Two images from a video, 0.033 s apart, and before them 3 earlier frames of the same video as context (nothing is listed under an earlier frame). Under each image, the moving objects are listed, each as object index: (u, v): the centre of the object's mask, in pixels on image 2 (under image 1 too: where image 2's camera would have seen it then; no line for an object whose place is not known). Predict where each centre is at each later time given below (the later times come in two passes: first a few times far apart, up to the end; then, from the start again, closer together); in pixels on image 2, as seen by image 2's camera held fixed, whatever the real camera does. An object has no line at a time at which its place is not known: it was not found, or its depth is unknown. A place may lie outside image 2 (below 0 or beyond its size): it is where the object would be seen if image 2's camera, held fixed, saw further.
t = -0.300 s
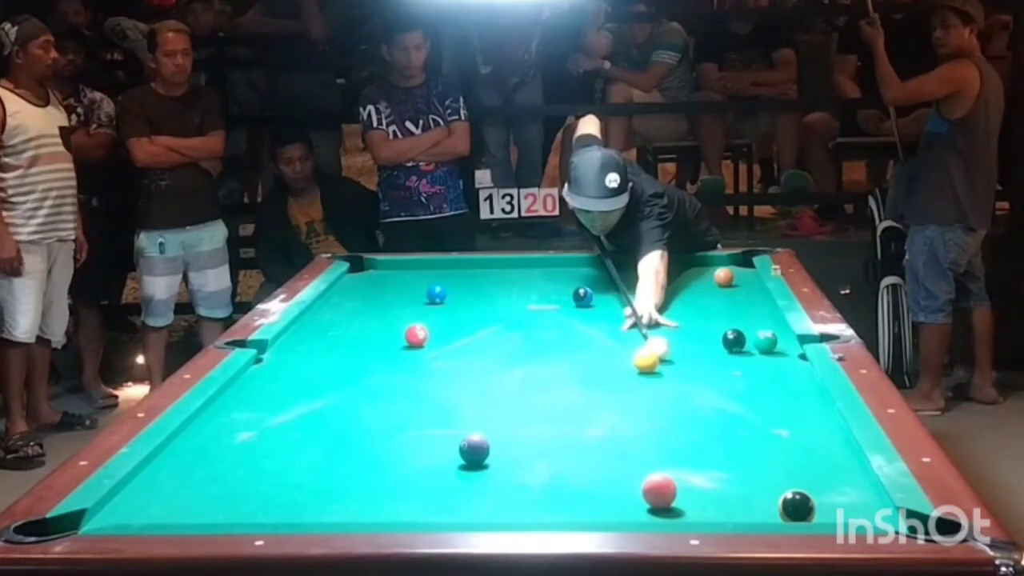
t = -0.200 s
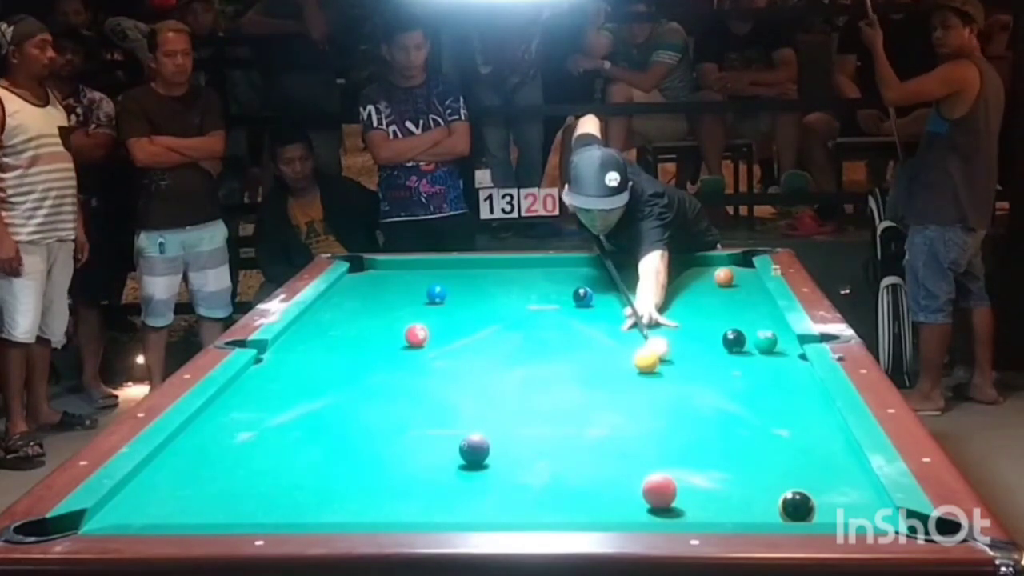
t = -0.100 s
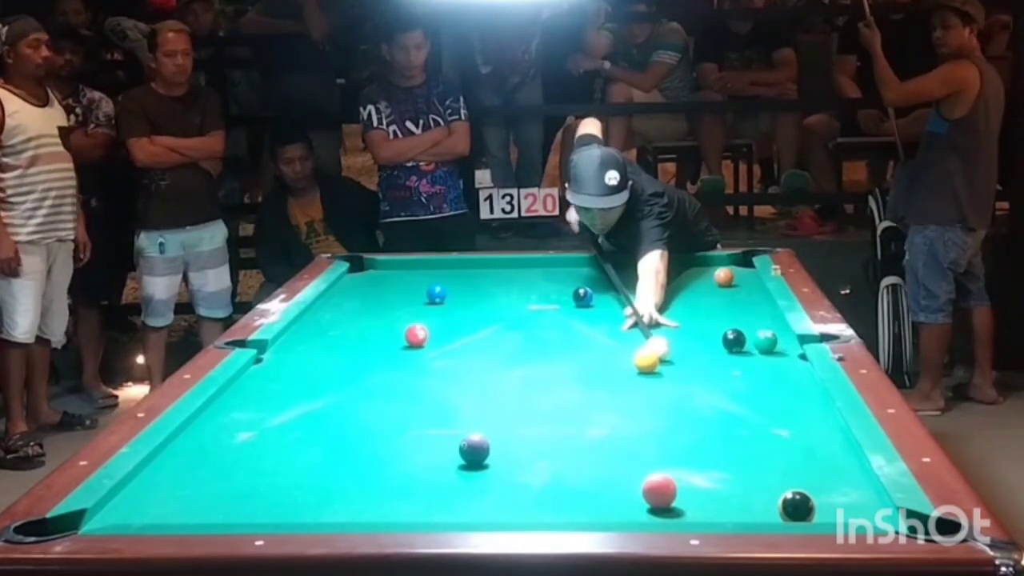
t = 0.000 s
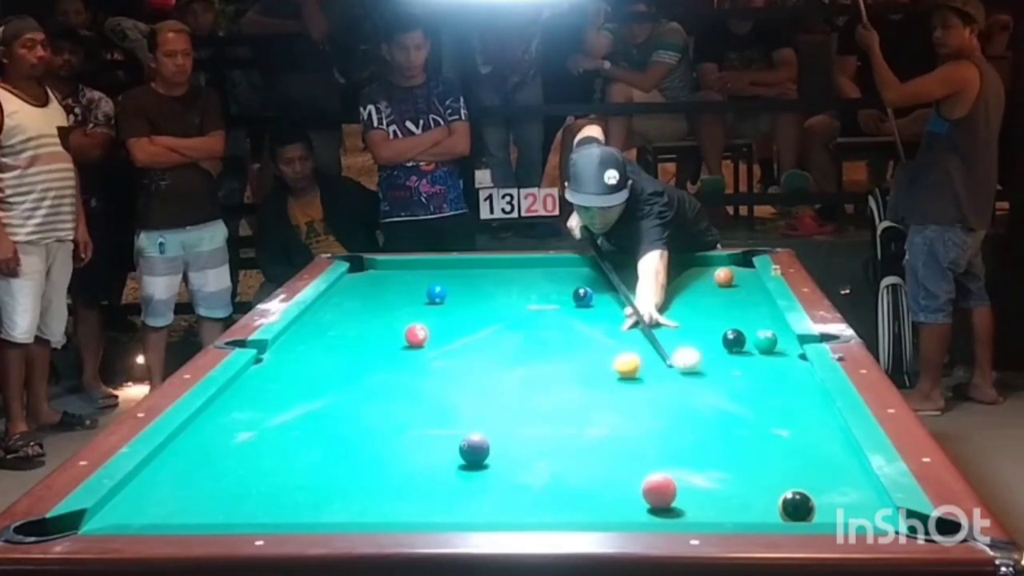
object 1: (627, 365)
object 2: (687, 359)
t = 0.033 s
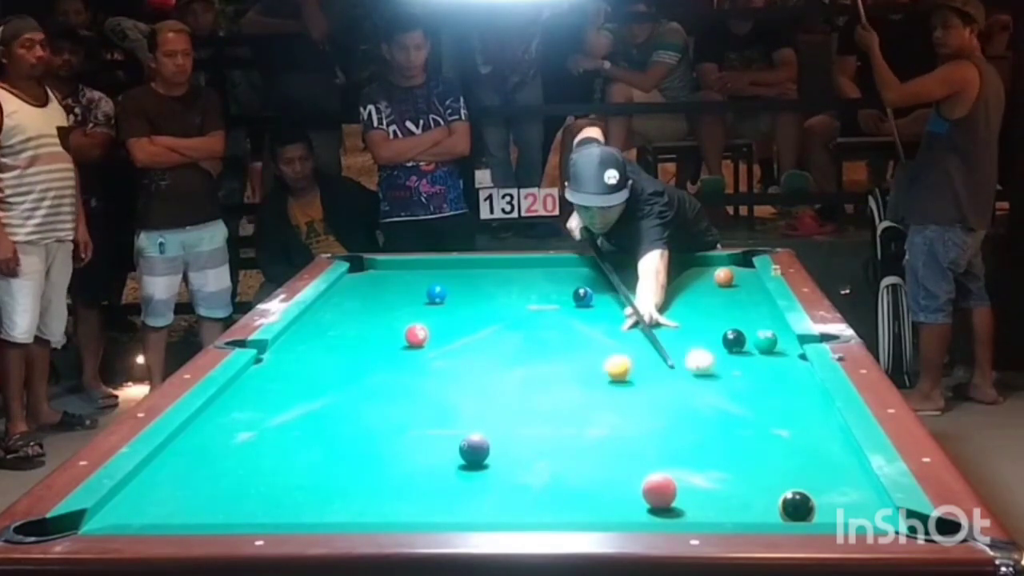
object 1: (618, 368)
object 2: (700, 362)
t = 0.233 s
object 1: (566, 383)
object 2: (768, 370)
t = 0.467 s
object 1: (501, 402)
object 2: (786, 374)
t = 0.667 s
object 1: (444, 420)
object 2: (761, 374)
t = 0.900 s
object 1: (372, 441)
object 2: (732, 374)
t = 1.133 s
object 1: (295, 466)
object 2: (709, 376)
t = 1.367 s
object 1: (212, 491)
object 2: (685, 376)
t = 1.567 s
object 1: (137, 510)
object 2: (668, 376)
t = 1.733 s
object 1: (70, 529)
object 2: (655, 376)
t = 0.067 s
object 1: (609, 371)
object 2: (713, 363)
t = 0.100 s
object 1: (600, 373)
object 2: (725, 365)
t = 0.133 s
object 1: (592, 376)
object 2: (736, 367)
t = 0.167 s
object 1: (583, 378)
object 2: (747, 368)
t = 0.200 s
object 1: (574, 381)
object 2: (758, 369)
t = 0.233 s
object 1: (566, 383)
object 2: (768, 370)
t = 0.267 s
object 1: (557, 386)
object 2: (778, 371)
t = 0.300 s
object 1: (547, 388)
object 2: (788, 372)
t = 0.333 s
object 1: (539, 391)
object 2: (798, 373)
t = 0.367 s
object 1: (529, 393)
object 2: (802, 374)
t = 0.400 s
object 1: (520, 396)
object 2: (796, 373)
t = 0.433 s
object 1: (511, 400)
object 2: (791, 373)
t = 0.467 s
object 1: (501, 402)
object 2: (786, 374)
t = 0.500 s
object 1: (492, 405)
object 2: (782, 374)
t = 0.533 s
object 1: (482, 409)
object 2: (777, 374)
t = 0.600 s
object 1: (463, 414)
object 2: (769, 374)
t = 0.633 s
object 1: (454, 417)
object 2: (765, 374)
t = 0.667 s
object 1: (444, 420)
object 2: (761, 374)
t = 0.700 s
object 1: (434, 423)
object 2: (757, 375)
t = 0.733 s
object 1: (424, 426)
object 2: (753, 374)
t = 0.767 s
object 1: (413, 429)
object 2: (748, 374)
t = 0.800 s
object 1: (403, 432)
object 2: (744, 374)
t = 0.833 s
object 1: (393, 435)
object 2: (741, 375)
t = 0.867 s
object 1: (383, 439)
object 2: (737, 374)
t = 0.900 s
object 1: (372, 441)
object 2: (732, 374)
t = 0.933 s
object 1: (361, 445)
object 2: (729, 374)
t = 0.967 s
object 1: (351, 447)
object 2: (725, 375)
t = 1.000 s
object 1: (340, 451)
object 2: (722, 375)
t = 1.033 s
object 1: (329, 455)
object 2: (718, 375)
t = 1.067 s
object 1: (317, 458)
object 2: (715, 375)
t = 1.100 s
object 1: (307, 462)
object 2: (712, 375)
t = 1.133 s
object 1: (295, 466)
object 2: (709, 376)
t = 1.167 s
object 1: (284, 469)
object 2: (705, 375)
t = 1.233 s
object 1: (260, 476)
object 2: (698, 375)
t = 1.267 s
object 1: (249, 479)
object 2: (695, 375)
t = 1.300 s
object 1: (237, 483)
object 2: (692, 376)
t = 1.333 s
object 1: (225, 487)
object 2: (689, 375)
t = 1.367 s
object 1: (212, 491)
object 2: (685, 376)
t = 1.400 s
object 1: (200, 495)
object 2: (683, 375)
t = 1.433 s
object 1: (188, 498)
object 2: (679, 376)
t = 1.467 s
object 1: (175, 502)
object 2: (677, 376)
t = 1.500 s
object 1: (162, 505)
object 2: (674, 376)
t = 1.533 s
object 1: (150, 508)
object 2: (671, 376)
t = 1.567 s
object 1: (137, 510)
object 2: (668, 376)
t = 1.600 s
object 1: (124, 513)
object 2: (665, 376)
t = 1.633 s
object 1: (110, 516)
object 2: (663, 376)
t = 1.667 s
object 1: (96, 519)
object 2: (660, 376)
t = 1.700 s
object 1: (83, 523)
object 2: (657, 376)
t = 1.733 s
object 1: (70, 529)
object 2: (655, 376)
